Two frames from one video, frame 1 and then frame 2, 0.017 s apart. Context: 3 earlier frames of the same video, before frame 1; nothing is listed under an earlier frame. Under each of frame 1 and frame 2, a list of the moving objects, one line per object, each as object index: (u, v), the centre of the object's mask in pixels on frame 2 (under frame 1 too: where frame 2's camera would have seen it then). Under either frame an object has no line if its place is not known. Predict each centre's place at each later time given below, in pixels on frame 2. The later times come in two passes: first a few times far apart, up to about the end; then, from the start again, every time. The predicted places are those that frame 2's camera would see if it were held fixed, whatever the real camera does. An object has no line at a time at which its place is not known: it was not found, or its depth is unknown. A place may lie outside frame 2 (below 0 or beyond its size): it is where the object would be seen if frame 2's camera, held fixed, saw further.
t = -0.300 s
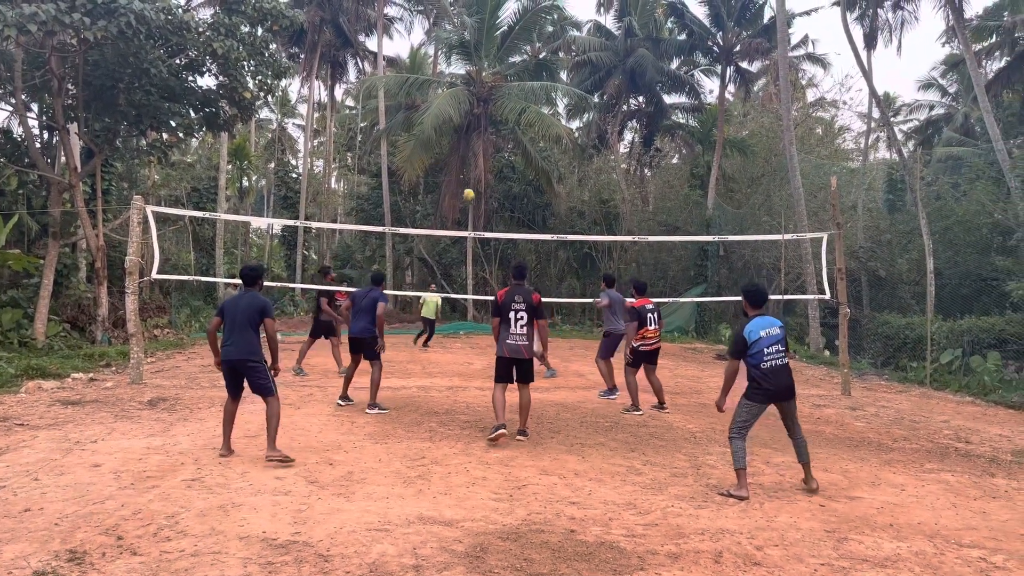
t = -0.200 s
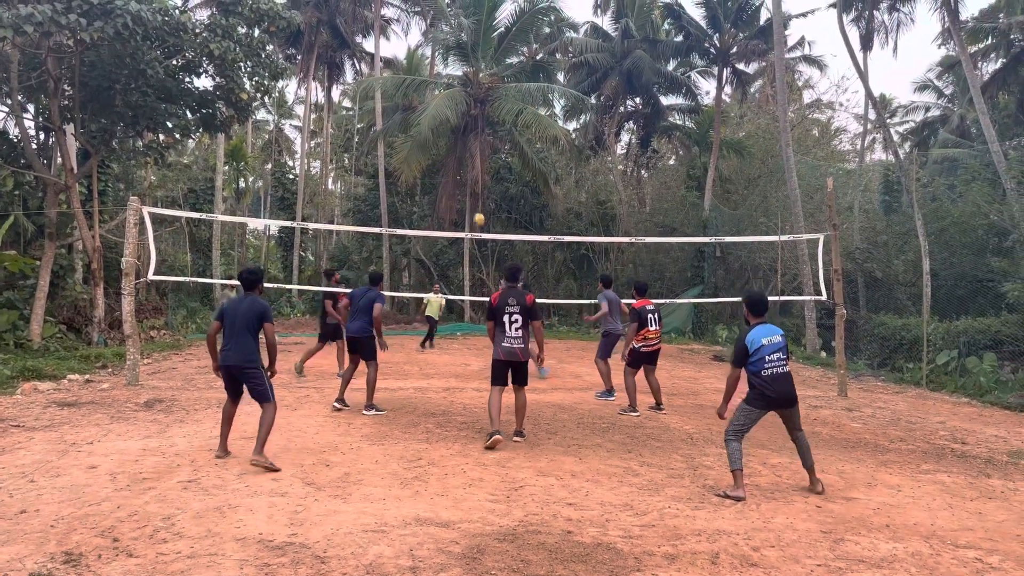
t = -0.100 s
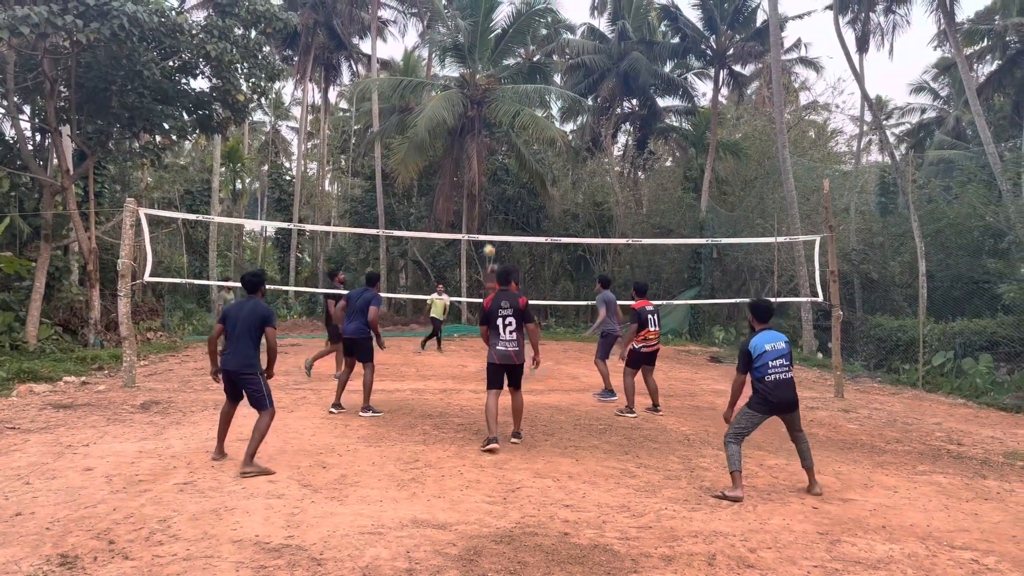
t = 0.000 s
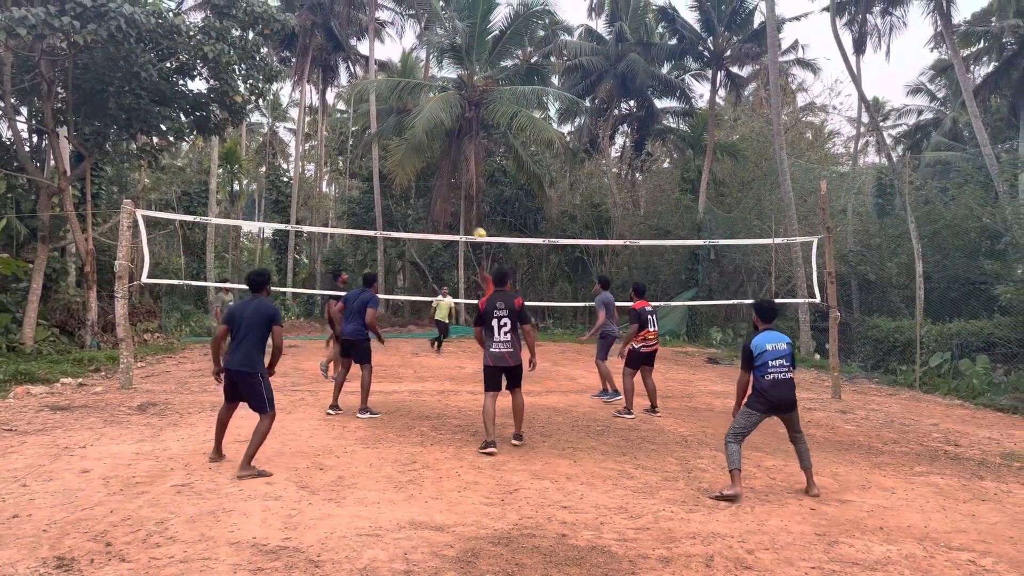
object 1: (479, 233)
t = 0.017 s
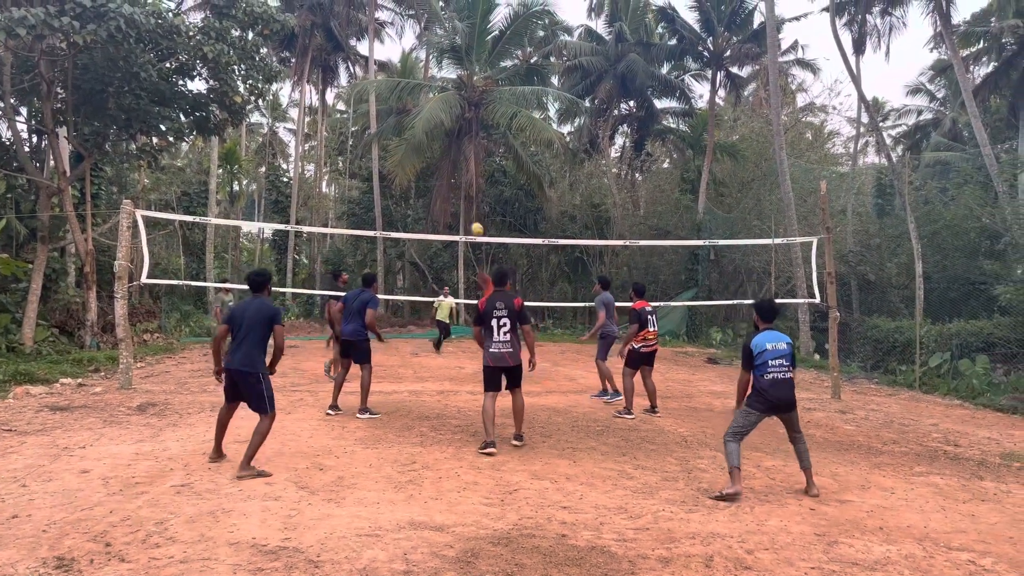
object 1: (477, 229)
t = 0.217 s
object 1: (446, 178)
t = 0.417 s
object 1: (410, 142)
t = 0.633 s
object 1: (360, 129)
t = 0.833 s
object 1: (304, 156)
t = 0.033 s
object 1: (475, 225)
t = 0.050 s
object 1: (473, 220)
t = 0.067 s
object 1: (470, 216)
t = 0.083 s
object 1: (468, 211)
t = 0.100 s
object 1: (465, 206)
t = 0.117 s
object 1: (463, 202)
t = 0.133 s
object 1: (460, 197)
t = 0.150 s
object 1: (457, 193)
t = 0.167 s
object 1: (454, 189)
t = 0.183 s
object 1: (452, 186)
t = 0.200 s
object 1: (449, 182)
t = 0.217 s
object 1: (446, 178)
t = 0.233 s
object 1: (443, 175)
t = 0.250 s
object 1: (440, 171)
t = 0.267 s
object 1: (438, 168)
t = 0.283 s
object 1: (435, 165)
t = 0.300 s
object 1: (433, 162)
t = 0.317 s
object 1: (430, 158)
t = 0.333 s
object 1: (426, 155)
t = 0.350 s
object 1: (423, 152)
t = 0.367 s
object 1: (420, 149)
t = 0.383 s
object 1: (416, 146)
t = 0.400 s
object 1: (414, 144)
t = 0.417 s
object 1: (410, 142)
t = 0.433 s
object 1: (407, 141)
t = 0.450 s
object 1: (402, 137)
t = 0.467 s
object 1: (400, 136)
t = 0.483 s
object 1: (396, 134)
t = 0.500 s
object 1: (392, 133)
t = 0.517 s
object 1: (389, 133)
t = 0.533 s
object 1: (385, 132)
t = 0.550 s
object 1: (382, 131)
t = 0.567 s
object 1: (377, 131)
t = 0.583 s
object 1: (372, 131)
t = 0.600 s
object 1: (367, 129)
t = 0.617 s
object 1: (364, 129)
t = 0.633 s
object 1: (360, 129)
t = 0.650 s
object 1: (357, 130)
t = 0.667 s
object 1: (351, 131)
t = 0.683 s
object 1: (349, 132)
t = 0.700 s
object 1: (345, 132)
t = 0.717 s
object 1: (339, 134)
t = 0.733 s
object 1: (336, 136)
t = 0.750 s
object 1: (330, 139)
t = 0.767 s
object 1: (324, 142)
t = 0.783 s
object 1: (321, 146)
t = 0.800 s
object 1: (318, 148)
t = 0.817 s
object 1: (315, 151)
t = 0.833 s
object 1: (304, 156)
